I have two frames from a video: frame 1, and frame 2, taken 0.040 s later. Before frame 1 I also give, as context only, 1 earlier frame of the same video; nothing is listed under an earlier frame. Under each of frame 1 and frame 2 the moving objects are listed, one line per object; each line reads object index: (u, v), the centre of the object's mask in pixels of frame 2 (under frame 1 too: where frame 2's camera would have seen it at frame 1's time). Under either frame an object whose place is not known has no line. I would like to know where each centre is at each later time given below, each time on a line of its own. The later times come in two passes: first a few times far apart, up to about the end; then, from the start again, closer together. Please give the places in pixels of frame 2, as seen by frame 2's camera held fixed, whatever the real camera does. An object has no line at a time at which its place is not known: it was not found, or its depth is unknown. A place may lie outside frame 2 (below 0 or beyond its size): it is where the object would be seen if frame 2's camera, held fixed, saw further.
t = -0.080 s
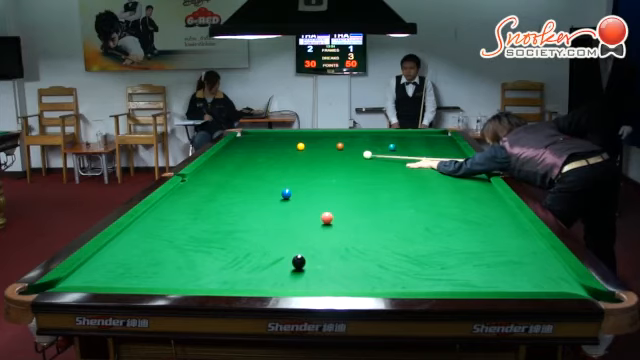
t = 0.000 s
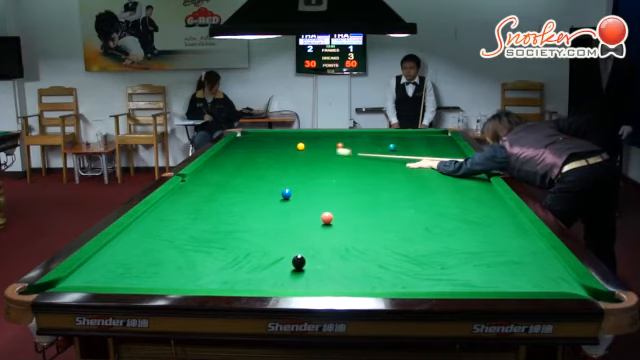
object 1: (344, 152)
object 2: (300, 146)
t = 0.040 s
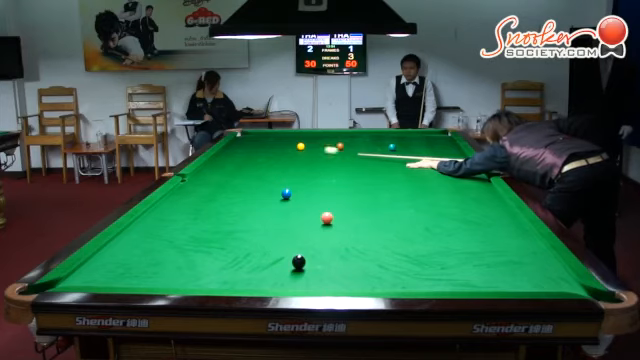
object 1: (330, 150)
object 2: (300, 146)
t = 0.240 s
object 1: (296, 148)
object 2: (287, 143)
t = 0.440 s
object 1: (279, 149)
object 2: (266, 138)
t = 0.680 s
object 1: (260, 150)
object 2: (247, 134)
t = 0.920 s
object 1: (241, 151)
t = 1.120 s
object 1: (226, 152)
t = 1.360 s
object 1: (222, 153)
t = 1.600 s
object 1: (231, 154)
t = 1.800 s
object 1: (239, 155)
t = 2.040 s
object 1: (247, 156)
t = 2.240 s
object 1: (254, 156)
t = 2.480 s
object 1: (262, 157)
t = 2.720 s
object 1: (268, 158)
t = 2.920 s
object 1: (274, 158)
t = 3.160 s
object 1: (280, 159)
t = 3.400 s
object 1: (285, 159)
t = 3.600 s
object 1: (289, 160)
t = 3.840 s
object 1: (293, 160)
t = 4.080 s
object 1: (296, 160)
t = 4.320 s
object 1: (299, 161)
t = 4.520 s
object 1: (301, 161)
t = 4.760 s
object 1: (302, 161)
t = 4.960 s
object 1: (303, 161)
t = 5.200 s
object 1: (303, 161)
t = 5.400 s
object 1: (303, 161)
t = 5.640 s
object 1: (303, 161)
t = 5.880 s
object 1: (303, 161)
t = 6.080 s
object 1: (303, 161)
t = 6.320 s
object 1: (303, 161)
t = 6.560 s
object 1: (303, 161)
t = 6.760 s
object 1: (303, 161)
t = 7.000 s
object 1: (303, 161)
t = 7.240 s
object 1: (303, 161)
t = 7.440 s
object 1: (303, 161)
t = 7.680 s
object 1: (303, 161)
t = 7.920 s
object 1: (303, 161)
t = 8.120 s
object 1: (303, 161)
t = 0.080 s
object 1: (320, 148)
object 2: (300, 146)
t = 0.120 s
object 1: (310, 147)
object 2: (300, 146)
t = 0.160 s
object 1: (303, 147)
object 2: (296, 145)
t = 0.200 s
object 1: (299, 147)
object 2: (291, 144)
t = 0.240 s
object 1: (296, 148)
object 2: (287, 143)
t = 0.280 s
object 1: (292, 148)
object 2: (282, 141)
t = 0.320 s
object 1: (289, 148)
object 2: (277, 140)
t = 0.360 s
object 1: (286, 148)
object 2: (273, 139)
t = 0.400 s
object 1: (282, 148)
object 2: (270, 139)
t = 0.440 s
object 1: (279, 149)
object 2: (266, 138)
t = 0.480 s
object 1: (276, 149)
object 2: (263, 137)
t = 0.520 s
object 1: (273, 149)
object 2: (260, 136)
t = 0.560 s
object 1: (269, 149)
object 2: (256, 136)
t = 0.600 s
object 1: (266, 150)
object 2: (253, 135)
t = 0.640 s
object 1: (263, 150)
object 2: (250, 135)
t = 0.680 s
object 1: (260, 150)
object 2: (247, 134)
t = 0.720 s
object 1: (257, 150)
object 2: (244, 133)
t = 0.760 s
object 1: (254, 150)
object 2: (241, 132)
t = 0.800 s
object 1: (250, 151)
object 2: (239, 132)
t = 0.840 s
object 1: (247, 151)
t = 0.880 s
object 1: (244, 151)
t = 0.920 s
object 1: (241, 151)
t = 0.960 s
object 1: (238, 152)
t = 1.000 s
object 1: (235, 152)
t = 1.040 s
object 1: (232, 152)
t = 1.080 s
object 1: (229, 152)
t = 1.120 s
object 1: (226, 152)
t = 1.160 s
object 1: (223, 152)
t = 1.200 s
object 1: (220, 153)
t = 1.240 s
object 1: (218, 153)
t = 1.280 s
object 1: (219, 153)
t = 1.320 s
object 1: (220, 153)
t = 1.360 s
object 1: (222, 153)
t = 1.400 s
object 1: (224, 154)
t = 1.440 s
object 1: (225, 154)
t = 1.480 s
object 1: (227, 154)
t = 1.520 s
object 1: (228, 154)
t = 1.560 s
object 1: (230, 154)
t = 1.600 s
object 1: (231, 154)
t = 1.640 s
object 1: (233, 155)
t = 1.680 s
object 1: (234, 155)
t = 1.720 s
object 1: (236, 155)
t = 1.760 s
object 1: (237, 155)
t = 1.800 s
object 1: (239, 155)
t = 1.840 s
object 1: (240, 155)
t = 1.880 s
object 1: (242, 155)
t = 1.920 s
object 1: (243, 155)
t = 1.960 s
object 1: (245, 156)
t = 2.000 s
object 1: (246, 156)
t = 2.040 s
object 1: (247, 156)
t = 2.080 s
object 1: (248, 156)
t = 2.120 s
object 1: (250, 156)
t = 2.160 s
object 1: (251, 156)
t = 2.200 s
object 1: (253, 156)
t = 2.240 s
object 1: (254, 156)
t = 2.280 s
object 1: (255, 157)
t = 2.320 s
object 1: (257, 157)
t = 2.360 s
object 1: (258, 157)
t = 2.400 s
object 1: (259, 157)
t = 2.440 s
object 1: (260, 157)
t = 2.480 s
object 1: (262, 157)
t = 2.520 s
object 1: (263, 157)
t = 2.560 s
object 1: (264, 157)
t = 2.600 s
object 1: (265, 158)
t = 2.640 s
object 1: (266, 158)
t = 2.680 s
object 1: (267, 158)
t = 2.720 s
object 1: (268, 158)
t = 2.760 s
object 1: (269, 158)
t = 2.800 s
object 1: (271, 158)
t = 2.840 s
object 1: (272, 158)
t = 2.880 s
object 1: (273, 158)
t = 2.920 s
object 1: (274, 158)
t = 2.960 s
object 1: (275, 158)
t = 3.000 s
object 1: (276, 158)
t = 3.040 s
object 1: (277, 159)
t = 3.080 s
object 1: (278, 159)
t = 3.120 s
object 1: (279, 159)
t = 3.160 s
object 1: (280, 159)
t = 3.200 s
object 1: (281, 159)
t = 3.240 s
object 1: (282, 159)
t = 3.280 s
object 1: (283, 159)
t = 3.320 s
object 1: (283, 159)
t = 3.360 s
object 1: (284, 159)
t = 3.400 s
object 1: (285, 159)
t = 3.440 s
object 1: (286, 159)
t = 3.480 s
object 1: (287, 159)
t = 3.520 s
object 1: (287, 160)
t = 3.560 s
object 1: (288, 160)
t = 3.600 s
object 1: (289, 160)
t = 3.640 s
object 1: (290, 160)
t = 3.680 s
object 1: (290, 160)
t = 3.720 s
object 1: (291, 160)
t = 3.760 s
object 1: (292, 160)
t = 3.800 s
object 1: (292, 160)
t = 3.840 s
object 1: (293, 160)
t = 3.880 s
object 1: (294, 160)
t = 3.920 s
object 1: (294, 160)
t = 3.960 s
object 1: (295, 160)
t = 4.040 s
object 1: (296, 160)
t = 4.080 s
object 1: (296, 160)
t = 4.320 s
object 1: (299, 161)
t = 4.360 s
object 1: (300, 161)
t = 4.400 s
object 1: (300, 161)
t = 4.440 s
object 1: (301, 161)
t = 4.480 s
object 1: (301, 161)
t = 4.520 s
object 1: (301, 161)
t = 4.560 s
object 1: (301, 161)
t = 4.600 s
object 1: (301, 161)
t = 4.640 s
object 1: (301, 161)
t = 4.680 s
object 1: (302, 161)
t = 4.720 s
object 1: (302, 161)
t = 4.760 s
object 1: (302, 161)
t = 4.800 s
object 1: (303, 161)
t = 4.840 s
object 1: (303, 161)
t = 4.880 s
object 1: (303, 161)
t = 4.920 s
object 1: (303, 161)
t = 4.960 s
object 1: (303, 161)
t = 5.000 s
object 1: (303, 161)
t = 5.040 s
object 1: (303, 161)
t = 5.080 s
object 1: (303, 161)
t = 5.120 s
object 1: (303, 161)
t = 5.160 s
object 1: (303, 161)
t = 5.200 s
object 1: (303, 161)
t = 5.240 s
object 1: (303, 161)
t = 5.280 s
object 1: (303, 161)
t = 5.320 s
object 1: (303, 161)
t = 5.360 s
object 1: (303, 161)
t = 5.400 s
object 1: (303, 161)
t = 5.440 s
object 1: (303, 161)
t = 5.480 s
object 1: (303, 161)
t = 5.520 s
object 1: (303, 161)
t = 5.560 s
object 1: (303, 161)
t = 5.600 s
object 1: (303, 161)
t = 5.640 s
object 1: (303, 161)
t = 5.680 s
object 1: (303, 161)
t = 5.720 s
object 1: (303, 161)
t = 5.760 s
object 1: (303, 161)
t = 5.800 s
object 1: (303, 161)
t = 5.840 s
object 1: (303, 161)
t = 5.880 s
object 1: (303, 161)
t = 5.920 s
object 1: (303, 161)
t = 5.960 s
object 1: (303, 161)
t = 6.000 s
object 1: (303, 161)
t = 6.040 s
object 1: (303, 161)
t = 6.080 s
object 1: (303, 161)
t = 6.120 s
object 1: (303, 161)
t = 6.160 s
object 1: (303, 161)
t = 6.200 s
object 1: (303, 161)
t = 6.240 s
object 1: (303, 161)
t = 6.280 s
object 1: (303, 161)
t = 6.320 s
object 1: (303, 161)
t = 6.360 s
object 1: (303, 161)
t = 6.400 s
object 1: (303, 161)
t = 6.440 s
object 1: (303, 161)
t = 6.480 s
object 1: (303, 161)
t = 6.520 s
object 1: (303, 161)
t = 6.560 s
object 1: (303, 161)
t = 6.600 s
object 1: (303, 161)
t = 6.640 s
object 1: (303, 161)
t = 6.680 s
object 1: (303, 161)
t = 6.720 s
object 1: (303, 161)
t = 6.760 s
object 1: (303, 161)
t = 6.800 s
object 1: (303, 161)
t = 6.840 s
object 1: (303, 161)
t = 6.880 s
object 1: (303, 161)
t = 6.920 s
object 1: (303, 161)
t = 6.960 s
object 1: (303, 161)
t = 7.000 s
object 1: (303, 161)
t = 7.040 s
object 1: (303, 161)
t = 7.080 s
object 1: (303, 161)
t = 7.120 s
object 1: (303, 161)
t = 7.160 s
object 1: (303, 161)
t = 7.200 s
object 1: (303, 161)
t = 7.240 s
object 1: (303, 161)
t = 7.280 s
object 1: (303, 161)
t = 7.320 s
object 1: (303, 161)
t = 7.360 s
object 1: (303, 161)
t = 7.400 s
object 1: (303, 161)
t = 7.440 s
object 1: (303, 161)
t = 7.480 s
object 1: (303, 161)
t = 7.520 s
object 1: (303, 161)
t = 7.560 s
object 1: (303, 161)
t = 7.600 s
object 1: (303, 161)
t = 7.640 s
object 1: (303, 161)
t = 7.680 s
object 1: (303, 161)
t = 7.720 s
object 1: (303, 161)
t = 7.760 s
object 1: (303, 161)
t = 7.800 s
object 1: (303, 161)
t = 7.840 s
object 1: (303, 161)
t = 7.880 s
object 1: (303, 161)
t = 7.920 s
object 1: (303, 161)
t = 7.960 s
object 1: (303, 161)
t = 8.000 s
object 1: (303, 161)
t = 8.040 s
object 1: (303, 161)
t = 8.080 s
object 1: (303, 161)
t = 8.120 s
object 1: (303, 161)
